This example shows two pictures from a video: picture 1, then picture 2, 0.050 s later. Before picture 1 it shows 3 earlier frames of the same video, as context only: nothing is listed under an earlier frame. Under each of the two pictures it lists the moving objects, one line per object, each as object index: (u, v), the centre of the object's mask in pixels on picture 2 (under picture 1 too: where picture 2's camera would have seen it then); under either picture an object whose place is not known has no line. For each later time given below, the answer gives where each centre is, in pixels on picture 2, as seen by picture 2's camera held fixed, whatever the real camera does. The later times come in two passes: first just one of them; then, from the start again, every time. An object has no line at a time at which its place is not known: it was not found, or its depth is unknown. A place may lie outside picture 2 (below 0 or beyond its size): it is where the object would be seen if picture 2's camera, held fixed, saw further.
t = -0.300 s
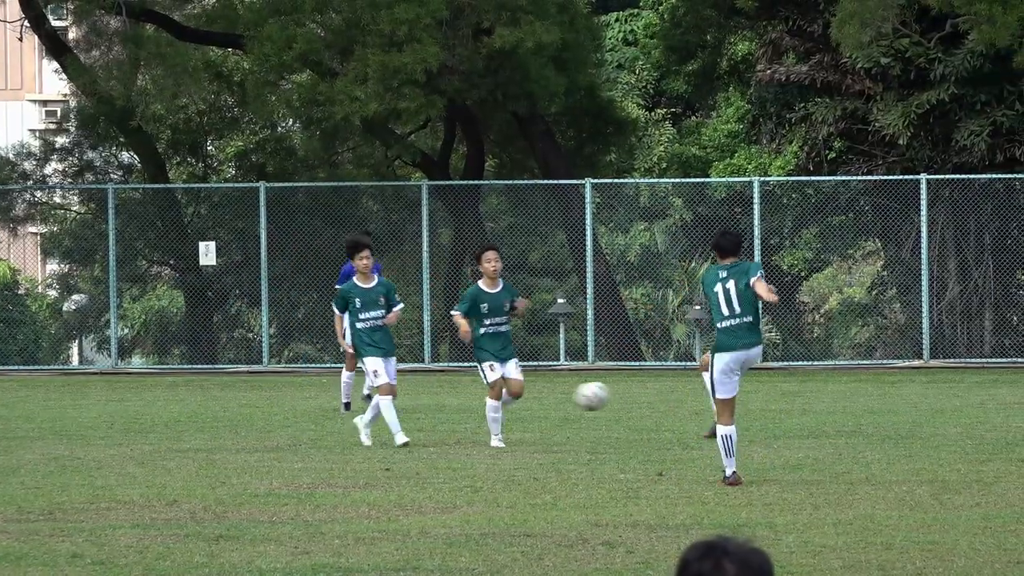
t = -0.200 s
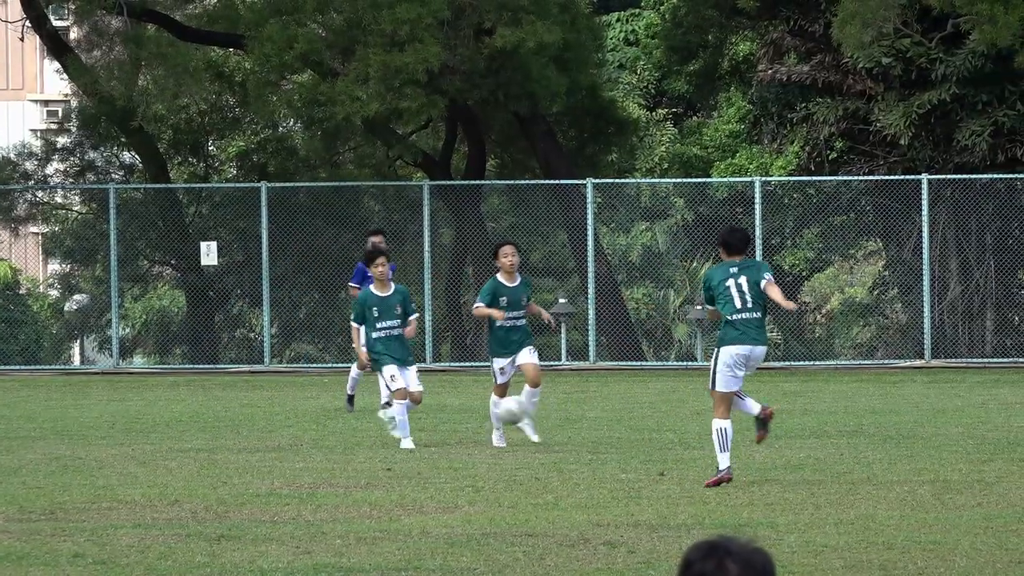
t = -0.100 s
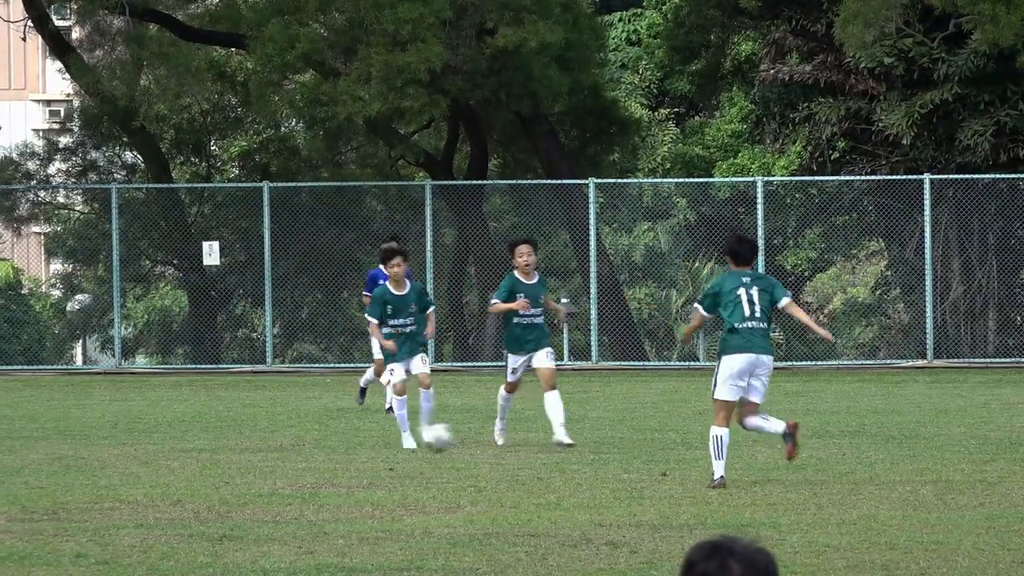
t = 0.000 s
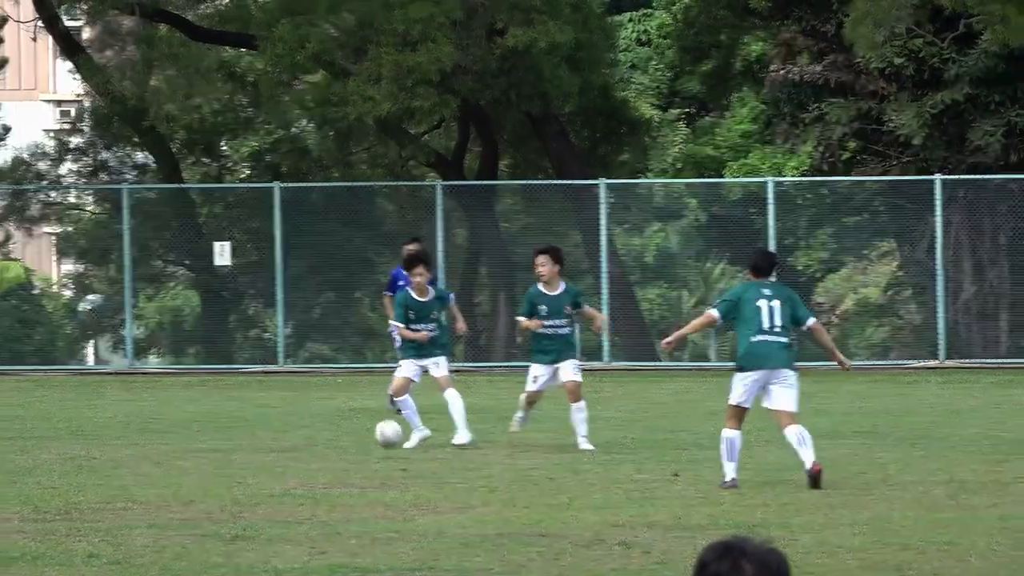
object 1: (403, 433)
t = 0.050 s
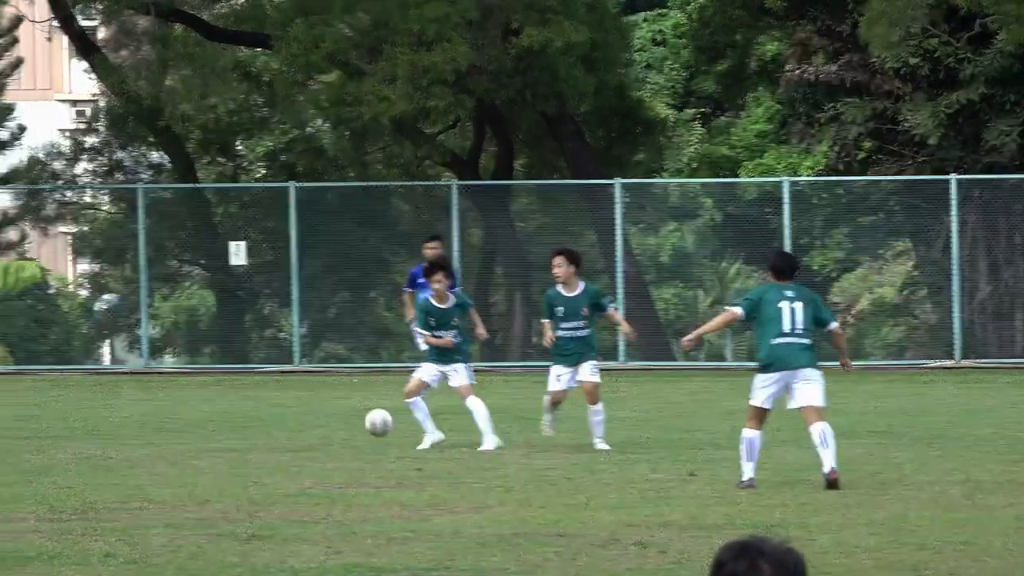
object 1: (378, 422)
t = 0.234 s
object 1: (295, 411)
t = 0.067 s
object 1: (370, 419)
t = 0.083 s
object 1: (362, 416)
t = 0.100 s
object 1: (354, 414)
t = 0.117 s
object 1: (347, 412)
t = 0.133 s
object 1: (339, 411)
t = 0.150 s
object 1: (331, 409)
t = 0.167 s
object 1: (324, 409)
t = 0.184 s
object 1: (317, 409)
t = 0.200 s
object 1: (309, 409)
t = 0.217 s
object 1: (302, 409)
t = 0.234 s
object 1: (295, 411)
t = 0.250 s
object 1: (288, 413)
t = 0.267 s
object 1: (280, 414)
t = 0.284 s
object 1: (273, 416)
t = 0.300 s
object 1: (266, 419)
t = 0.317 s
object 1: (259, 422)
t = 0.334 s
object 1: (251, 425)
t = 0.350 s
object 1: (243, 429)
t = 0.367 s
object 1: (235, 433)
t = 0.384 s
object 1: (227, 438)
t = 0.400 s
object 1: (219, 442)
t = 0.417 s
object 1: (212, 441)
